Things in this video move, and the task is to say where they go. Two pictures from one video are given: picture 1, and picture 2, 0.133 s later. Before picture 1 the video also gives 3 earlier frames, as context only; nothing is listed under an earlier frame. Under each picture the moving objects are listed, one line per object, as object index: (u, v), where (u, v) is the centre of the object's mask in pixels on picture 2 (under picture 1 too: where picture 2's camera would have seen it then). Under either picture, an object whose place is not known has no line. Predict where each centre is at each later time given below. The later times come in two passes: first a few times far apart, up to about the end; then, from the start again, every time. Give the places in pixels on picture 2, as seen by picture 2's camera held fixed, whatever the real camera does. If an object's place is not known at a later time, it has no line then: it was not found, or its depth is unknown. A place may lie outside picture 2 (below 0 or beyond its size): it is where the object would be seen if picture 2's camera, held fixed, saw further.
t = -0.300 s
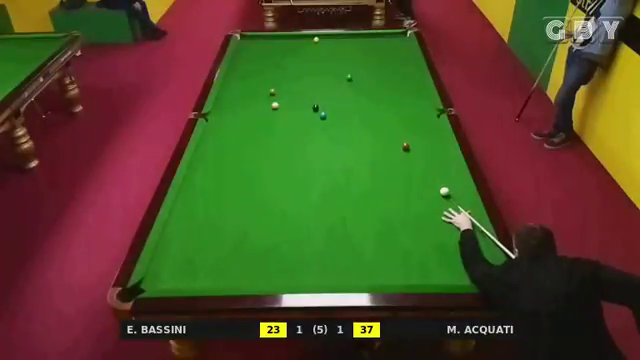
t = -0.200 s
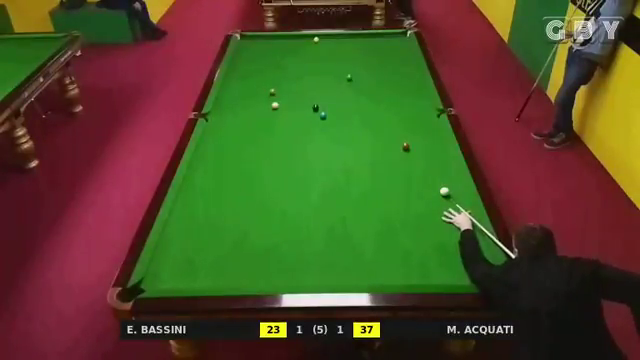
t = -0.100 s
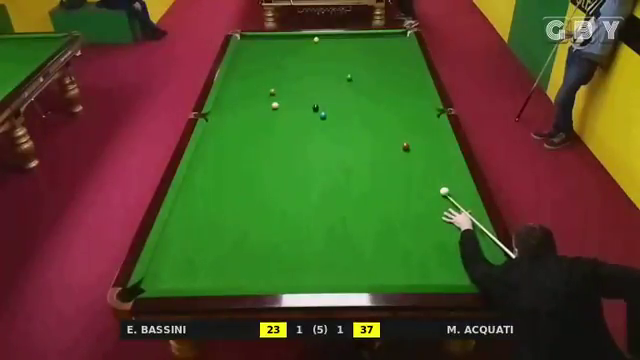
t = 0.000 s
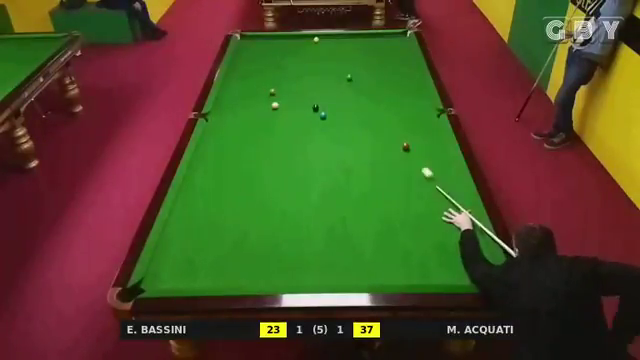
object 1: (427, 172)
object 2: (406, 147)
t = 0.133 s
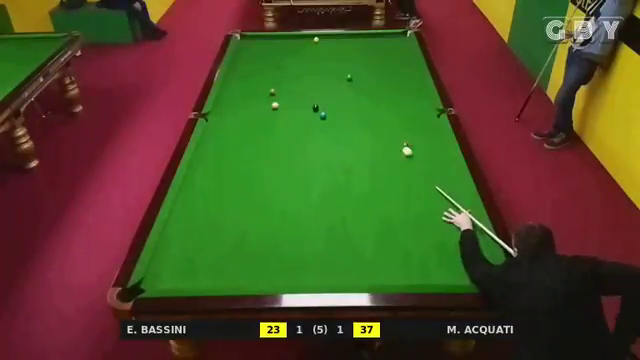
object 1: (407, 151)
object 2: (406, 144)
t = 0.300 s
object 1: (395, 150)
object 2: (402, 131)
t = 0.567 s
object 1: (379, 150)
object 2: (397, 110)
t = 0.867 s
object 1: (364, 150)
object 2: (393, 90)
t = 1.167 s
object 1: (349, 150)
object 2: (389, 73)
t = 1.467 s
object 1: (335, 150)
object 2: (386, 60)
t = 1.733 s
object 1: (324, 150)
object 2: (384, 49)
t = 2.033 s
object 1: (313, 150)
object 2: (382, 38)
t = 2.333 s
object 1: (304, 150)
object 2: (382, 39)
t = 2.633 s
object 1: (295, 150)
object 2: (383, 47)
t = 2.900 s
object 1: (288, 150)
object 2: (384, 51)
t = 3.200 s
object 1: (282, 150)
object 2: (386, 59)
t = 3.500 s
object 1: (276, 150)
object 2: (387, 66)
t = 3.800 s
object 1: (272, 150)
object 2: (389, 74)
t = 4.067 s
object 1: (269, 149)
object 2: (390, 80)
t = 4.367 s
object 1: (267, 150)
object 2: (391, 87)
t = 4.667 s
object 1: (266, 149)
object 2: (393, 93)
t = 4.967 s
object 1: (266, 149)
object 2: (395, 99)
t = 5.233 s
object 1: (266, 149)
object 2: (395, 105)
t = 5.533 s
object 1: (266, 149)
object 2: (397, 111)
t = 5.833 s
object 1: (266, 149)
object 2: (399, 117)
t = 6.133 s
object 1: (266, 149)
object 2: (400, 122)
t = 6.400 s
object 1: (266, 149)
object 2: (401, 127)
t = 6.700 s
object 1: (266, 149)
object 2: (401, 132)
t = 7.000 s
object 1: (266, 149)
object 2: (402, 135)
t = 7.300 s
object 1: (266, 149)
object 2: (402, 139)
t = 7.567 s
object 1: (266, 149)
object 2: (403, 142)
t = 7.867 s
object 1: (266, 149)
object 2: (403, 144)
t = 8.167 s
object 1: (267, 149)
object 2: (403, 145)
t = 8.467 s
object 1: (267, 149)
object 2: (403, 146)
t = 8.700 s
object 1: (266, 149)
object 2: (403, 147)
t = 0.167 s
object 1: (404, 150)
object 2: (405, 143)
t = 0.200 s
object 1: (401, 150)
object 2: (404, 141)
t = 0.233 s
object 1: (399, 150)
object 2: (404, 137)
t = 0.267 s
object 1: (397, 150)
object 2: (403, 134)
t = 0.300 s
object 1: (395, 150)
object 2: (402, 131)
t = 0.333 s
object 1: (393, 150)
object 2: (401, 128)
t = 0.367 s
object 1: (391, 150)
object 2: (401, 125)
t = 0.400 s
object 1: (389, 150)
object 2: (400, 123)
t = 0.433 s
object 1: (387, 150)
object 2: (400, 120)
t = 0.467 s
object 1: (385, 150)
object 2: (399, 117)
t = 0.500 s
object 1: (383, 150)
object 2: (398, 115)
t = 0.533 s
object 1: (381, 150)
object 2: (397, 112)
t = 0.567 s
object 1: (379, 150)
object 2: (397, 110)
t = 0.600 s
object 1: (377, 150)
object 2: (396, 107)
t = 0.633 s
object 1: (376, 150)
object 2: (396, 105)
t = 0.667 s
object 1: (374, 150)
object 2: (395, 103)
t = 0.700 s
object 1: (372, 150)
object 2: (395, 101)
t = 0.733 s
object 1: (371, 149)
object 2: (395, 98)
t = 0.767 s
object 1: (369, 149)
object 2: (394, 96)
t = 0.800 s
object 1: (367, 150)
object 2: (393, 94)
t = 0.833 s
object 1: (365, 150)
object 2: (393, 92)
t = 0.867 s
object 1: (364, 150)
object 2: (393, 90)
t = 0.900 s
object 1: (362, 150)
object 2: (392, 88)
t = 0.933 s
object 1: (360, 150)
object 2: (392, 86)
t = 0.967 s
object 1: (358, 150)
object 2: (391, 84)
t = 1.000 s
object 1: (357, 150)
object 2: (391, 83)
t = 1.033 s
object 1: (355, 150)
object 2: (390, 81)
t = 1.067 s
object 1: (353, 150)
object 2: (390, 79)
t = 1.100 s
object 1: (352, 150)
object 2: (390, 77)
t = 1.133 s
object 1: (350, 150)
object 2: (389, 75)
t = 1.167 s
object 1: (349, 150)
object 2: (389, 73)
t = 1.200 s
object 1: (347, 150)
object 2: (389, 72)
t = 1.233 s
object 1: (346, 150)
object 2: (389, 70)
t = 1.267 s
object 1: (344, 150)
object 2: (388, 69)
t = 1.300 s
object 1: (343, 150)
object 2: (388, 67)
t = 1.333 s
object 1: (341, 150)
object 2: (388, 66)
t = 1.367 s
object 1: (340, 150)
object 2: (387, 64)
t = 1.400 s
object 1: (338, 150)
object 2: (387, 63)
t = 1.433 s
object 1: (337, 150)
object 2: (386, 61)
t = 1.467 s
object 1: (335, 150)
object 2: (386, 60)
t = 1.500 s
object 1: (334, 150)
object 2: (386, 58)
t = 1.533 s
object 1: (332, 150)
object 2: (385, 56)
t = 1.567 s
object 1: (331, 150)
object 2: (385, 55)
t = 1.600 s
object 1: (330, 150)
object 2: (385, 54)
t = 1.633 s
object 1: (328, 150)
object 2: (384, 52)
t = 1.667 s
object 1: (327, 150)
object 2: (384, 50)
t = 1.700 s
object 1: (326, 150)
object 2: (384, 49)
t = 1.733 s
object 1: (324, 150)
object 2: (384, 49)
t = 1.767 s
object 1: (323, 150)
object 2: (383, 47)
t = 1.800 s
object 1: (322, 150)
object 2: (383, 45)
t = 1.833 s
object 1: (321, 150)
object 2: (383, 44)
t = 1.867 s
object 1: (320, 150)
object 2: (383, 44)
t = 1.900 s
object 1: (318, 150)
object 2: (382, 43)
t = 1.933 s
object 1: (317, 150)
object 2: (382, 41)
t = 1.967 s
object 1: (316, 150)
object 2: (382, 39)
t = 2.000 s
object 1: (315, 150)
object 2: (382, 38)
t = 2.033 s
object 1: (313, 150)
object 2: (382, 38)
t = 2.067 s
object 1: (312, 150)
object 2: (381, 36)
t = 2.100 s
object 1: (311, 150)
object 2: (381, 35)
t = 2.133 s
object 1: (310, 150)
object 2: (381, 35)
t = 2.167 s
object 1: (309, 150)
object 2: (381, 36)
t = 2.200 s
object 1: (308, 150)
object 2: (381, 36)
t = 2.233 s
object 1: (307, 150)
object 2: (381, 37)
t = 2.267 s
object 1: (306, 150)
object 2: (381, 37)
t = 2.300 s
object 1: (305, 150)
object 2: (382, 38)
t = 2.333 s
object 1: (304, 150)
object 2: (382, 39)
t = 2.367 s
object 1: (302, 150)
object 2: (382, 40)
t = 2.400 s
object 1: (302, 150)
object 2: (382, 41)
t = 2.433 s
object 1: (301, 150)
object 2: (382, 41)
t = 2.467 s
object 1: (300, 150)
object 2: (382, 42)
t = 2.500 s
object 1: (298, 150)
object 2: (382, 43)
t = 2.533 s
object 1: (298, 150)
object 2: (382, 44)
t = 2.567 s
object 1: (297, 150)
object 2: (383, 44)
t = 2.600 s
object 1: (296, 150)
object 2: (383, 46)
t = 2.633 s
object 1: (295, 150)
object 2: (383, 47)
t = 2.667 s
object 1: (294, 150)
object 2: (383, 47)
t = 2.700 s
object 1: (293, 150)
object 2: (383, 48)
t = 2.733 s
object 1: (292, 150)
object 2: (383, 48)
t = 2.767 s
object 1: (291, 150)
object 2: (383, 49)
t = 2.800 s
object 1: (290, 150)
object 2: (383, 50)
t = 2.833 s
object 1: (290, 150)
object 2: (384, 50)
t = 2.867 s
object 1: (289, 150)
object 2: (384, 51)
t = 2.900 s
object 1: (288, 150)
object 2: (384, 51)
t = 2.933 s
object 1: (287, 150)
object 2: (384, 52)
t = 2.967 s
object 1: (287, 150)
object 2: (384, 52)
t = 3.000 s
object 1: (286, 150)
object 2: (384, 54)
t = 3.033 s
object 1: (285, 150)
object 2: (384, 55)
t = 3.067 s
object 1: (284, 150)
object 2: (385, 55)
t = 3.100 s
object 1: (284, 150)
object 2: (385, 56)
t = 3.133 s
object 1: (283, 150)
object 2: (385, 57)
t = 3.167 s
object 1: (282, 150)
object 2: (385, 58)
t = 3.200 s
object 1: (282, 150)
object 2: (386, 59)
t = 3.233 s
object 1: (281, 150)
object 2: (386, 60)
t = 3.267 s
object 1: (280, 150)
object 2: (386, 61)
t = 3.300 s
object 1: (280, 150)
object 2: (386, 62)
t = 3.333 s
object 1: (279, 150)
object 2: (386, 63)
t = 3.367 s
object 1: (278, 150)
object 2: (386, 63)
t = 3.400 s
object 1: (278, 150)
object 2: (387, 64)
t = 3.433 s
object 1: (277, 150)
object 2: (387, 65)
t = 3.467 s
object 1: (277, 150)
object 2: (387, 66)
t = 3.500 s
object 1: (276, 150)
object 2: (387, 66)
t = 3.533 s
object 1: (276, 150)
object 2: (387, 67)
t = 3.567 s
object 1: (275, 150)
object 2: (388, 68)
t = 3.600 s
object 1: (275, 150)
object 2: (388, 69)
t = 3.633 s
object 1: (274, 150)
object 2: (388, 70)
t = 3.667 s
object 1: (274, 150)
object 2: (388, 70)
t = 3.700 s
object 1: (273, 150)
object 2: (388, 71)
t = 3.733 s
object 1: (273, 150)
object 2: (388, 72)
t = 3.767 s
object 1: (272, 150)
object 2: (389, 73)
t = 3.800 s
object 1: (272, 150)
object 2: (389, 74)
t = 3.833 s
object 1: (272, 150)
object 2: (389, 74)
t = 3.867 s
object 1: (271, 150)
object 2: (389, 75)
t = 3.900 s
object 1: (271, 150)
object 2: (389, 76)
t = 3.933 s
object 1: (270, 150)
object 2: (389, 76)
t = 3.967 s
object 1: (270, 150)
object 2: (389, 77)
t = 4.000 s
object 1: (270, 150)
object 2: (389, 78)
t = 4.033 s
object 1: (269, 149)
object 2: (389, 79)
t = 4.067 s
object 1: (269, 149)
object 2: (390, 80)
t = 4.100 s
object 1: (269, 150)
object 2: (390, 80)
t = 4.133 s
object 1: (269, 150)
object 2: (390, 81)
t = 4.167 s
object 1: (268, 149)
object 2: (390, 82)
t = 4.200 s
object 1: (268, 150)
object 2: (390, 83)
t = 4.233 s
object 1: (268, 150)
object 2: (390, 83)
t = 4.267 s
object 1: (268, 150)
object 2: (391, 84)
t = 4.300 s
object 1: (267, 150)
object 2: (391, 85)
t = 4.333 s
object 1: (267, 150)
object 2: (391, 86)
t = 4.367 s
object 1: (267, 150)
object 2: (391, 87)
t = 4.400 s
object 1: (267, 150)
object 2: (391, 87)
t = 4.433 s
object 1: (267, 150)
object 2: (392, 88)
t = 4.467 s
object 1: (267, 150)
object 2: (392, 89)
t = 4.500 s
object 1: (267, 150)
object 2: (392, 89)
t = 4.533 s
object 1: (267, 150)
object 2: (392, 90)
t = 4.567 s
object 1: (267, 149)
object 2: (392, 91)
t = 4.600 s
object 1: (266, 149)
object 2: (393, 92)
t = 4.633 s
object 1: (266, 149)
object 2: (393, 92)
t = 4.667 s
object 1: (266, 149)
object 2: (393, 93)
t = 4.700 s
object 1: (266, 149)
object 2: (393, 94)
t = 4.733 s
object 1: (266, 149)
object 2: (393, 94)
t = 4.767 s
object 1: (266, 149)
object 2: (393, 95)
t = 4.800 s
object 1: (266, 149)
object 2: (393, 96)
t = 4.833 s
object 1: (266, 149)
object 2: (394, 96)
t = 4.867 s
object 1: (266, 149)
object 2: (394, 98)
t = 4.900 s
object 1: (266, 149)
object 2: (394, 98)
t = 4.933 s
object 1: (266, 149)
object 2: (394, 99)
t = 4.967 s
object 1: (266, 149)
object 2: (395, 99)
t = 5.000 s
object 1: (266, 149)
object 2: (394, 100)
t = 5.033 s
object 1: (266, 149)
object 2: (395, 101)
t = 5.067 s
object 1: (266, 149)
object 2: (395, 102)
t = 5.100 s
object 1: (266, 149)
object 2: (395, 102)
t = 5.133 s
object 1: (266, 149)
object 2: (395, 103)
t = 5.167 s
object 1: (266, 149)
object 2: (395, 104)
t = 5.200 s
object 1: (266, 149)
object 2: (395, 105)
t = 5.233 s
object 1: (266, 149)
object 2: (395, 105)
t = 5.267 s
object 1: (266, 149)
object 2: (396, 106)
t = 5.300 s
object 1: (266, 149)
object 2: (396, 107)
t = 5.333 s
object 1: (266, 149)
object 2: (396, 107)
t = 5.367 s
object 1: (266, 149)
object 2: (396, 108)
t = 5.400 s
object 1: (266, 149)
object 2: (396, 108)
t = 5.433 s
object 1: (266, 149)
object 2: (397, 109)
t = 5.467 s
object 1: (266, 149)
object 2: (397, 110)
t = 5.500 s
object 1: (266, 149)
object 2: (397, 111)
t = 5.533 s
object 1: (266, 149)
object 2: (397, 111)
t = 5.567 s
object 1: (266, 149)
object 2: (397, 112)
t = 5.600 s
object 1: (266, 149)
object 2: (397, 113)
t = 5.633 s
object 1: (266, 149)
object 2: (398, 113)
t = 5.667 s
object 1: (266, 149)
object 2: (398, 114)
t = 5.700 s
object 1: (266, 149)
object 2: (398, 115)
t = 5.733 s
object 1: (266, 149)
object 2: (398, 116)
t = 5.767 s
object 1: (266, 149)
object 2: (399, 116)
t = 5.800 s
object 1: (266, 149)
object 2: (399, 116)
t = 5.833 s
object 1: (266, 149)
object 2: (399, 117)
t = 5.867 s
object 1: (266, 149)
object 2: (399, 118)
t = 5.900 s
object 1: (266, 149)
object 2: (399, 118)
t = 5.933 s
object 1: (266, 149)
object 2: (399, 119)
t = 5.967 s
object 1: (266, 149)
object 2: (399, 119)
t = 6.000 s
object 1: (266, 149)
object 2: (399, 120)
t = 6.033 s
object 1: (266, 149)
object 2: (399, 121)
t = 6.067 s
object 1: (266, 149)
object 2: (400, 121)
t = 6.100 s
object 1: (266, 149)
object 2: (400, 122)
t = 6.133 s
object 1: (266, 149)
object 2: (400, 122)
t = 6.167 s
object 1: (266, 149)
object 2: (400, 123)
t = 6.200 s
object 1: (266, 149)
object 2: (400, 124)
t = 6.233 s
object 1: (266, 149)
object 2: (400, 124)
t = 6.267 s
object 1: (266, 149)
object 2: (400, 125)
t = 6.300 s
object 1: (266, 149)
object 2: (400, 125)
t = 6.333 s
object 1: (266, 149)
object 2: (401, 126)
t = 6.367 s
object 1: (266, 149)
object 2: (401, 126)
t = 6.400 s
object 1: (266, 149)
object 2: (401, 127)
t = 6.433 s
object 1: (266, 149)
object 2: (401, 127)
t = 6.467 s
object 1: (266, 149)
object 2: (401, 128)
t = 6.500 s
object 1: (266, 149)
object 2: (401, 128)
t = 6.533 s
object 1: (266, 149)
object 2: (401, 129)
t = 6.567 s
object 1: (266, 149)
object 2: (401, 129)
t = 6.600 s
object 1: (266, 149)
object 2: (401, 130)
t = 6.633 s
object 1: (266, 149)
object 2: (401, 130)
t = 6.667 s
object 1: (266, 149)
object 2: (401, 131)
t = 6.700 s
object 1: (266, 149)
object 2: (401, 132)
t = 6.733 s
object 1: (266, 149)
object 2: (401, 132)
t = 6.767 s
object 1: (266, 149)
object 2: (402, 132)
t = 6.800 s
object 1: (266, 149)
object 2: (402, 133)
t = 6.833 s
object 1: (266, 149)
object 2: (402, 133)
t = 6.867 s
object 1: (266, 149)
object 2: (402, 133)
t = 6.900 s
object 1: (266, 149)
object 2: (402, 134)
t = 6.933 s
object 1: (266, 149)
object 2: (402, 134)
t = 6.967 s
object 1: (266, 149)
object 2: (402, 135)
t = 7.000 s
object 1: (266, 149)
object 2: (402, 135)
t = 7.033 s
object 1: (266, 149)
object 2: (402, 136)
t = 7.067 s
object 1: (266, 149)
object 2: (402, 136)
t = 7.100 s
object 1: (266, 149)
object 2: (402, 137)
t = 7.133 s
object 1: (266, 149)
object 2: (402, 137)
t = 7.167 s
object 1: (266, 149)
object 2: (402, 137)
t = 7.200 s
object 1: (266, 149)
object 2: (403, 138)
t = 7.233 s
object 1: (266, 149)
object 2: (402, 138)
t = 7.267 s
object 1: (266, 149)
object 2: (403, 139)
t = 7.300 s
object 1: (266, 149)
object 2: (402, 139)
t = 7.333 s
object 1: (266, 149)
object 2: (403, 139)
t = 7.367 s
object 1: (266, 149)
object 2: (403, 140)
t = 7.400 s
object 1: (266, 149)
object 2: (403, 140)
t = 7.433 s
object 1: (266, 149)
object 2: (403, 140)
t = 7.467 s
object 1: (266, 149)
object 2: (403, 140)
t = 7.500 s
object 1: (266, 149)
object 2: (403, 141)
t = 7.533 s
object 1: (266, 149)
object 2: (403, 141)
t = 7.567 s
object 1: (266, 149)
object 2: (403, 142)
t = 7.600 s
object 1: (266, 149)
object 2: (403, 142)
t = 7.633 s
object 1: (266, 149)
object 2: (403, 142)
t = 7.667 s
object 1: (266, 149)
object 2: (403, 142)
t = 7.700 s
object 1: (266, 149)
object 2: (403, 143)
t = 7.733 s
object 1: (266, 149)
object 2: (403, 143)
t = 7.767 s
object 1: (266, 149)
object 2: (403, 143)
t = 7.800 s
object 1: (266, 149)
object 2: (403, 143)
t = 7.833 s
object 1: (266, 149)
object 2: (403, 144)
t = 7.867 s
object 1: (266, 149)
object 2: (403, 144)
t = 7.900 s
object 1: (266, 149)
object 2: (403, 144)
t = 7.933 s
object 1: (266, 149)
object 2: (403, 145)
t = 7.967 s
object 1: (266, 149)
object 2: (403, 145)
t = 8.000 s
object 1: (266, 149)
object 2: (403, 145)
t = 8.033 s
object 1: (266, 149)
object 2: (403, 145)
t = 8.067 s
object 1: (266, 149)
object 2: (403, 145)
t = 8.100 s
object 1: (266, 149)
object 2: (403, 145)
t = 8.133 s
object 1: (266, 149)
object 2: (403, 145)
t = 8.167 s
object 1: (267, 149)
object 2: (403, 145)
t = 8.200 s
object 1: (267, 149)
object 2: (403, 145)
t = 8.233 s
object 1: (267, 149)
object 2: (403, 146)
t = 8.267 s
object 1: (267, 149)
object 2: (403, 146)
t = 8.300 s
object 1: (267, 149)
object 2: (403, 146)
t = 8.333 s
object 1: (267, 149)
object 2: (403, 146)
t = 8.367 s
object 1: (267, 149)
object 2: (403, 146)
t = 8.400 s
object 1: (267, 149)
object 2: (403, 146)
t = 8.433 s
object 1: (267, 149)
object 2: (403, 146)
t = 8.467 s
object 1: (267, 149)
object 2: (403, 146)
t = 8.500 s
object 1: (267, 149)
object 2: (403, 146)
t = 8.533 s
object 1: (267, 149)
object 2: (403, 147)
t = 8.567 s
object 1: (267, 149)
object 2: (403, 147)
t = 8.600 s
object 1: (267, 149)
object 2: (403, 147)
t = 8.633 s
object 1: (267, 149)
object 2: (403, 147)
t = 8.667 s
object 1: (267, 149)
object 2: (403, 147)
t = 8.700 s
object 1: (266, 149)
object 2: (403, 147)
